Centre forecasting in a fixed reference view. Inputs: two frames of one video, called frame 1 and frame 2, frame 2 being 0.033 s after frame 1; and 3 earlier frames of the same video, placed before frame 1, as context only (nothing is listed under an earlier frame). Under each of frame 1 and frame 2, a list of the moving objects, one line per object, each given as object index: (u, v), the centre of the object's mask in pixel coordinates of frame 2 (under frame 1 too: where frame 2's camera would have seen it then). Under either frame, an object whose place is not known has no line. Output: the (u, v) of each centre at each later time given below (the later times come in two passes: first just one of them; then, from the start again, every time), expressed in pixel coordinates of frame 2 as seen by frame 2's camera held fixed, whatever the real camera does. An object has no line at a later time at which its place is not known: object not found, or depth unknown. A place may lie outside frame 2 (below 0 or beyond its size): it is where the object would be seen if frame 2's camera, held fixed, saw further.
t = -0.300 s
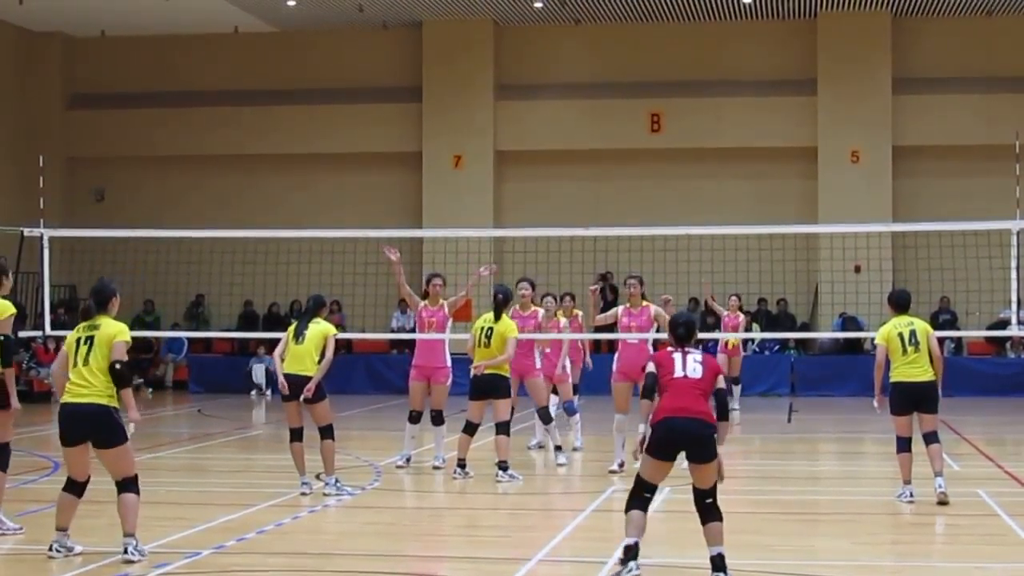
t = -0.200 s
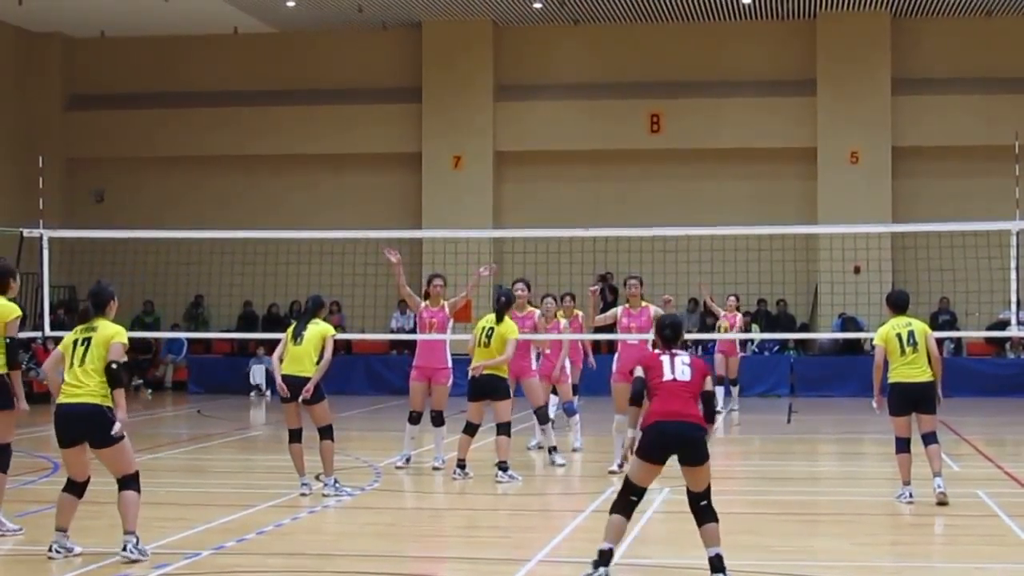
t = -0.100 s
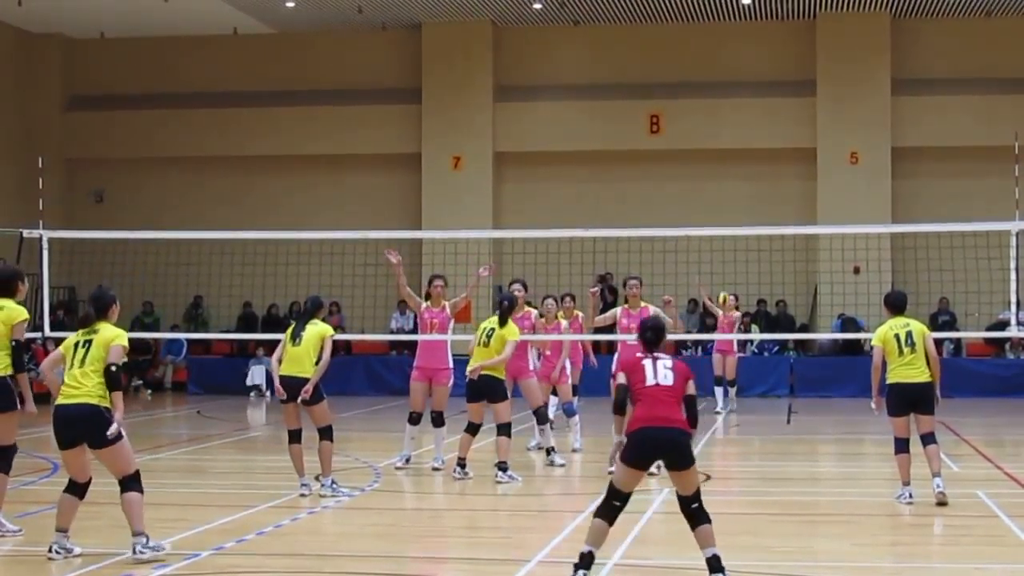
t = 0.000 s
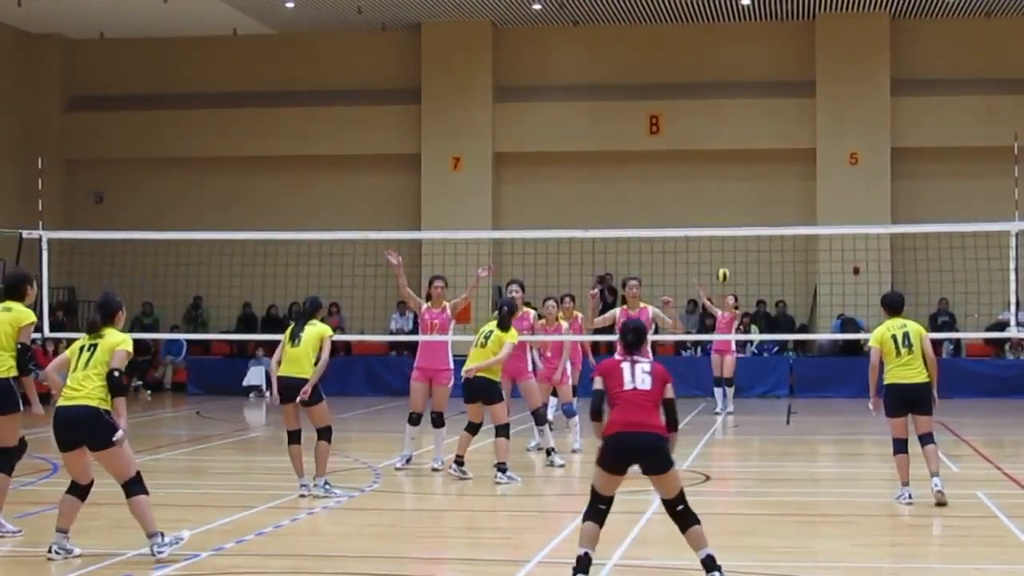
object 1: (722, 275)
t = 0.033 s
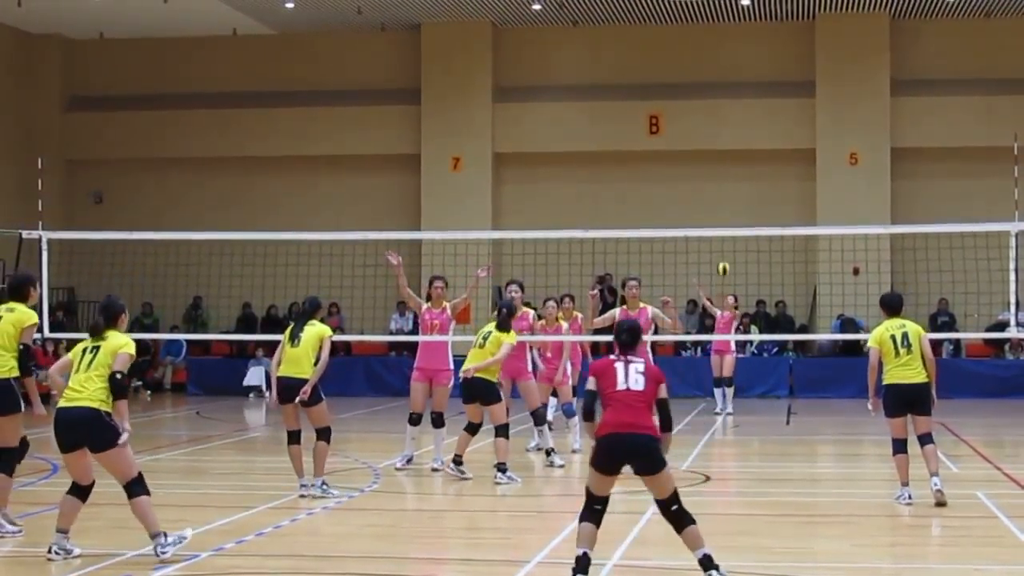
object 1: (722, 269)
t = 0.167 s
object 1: (723, 250)
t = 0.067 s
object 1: (723, 263)
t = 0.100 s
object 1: (723, 258)
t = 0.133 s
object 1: (723, 253)
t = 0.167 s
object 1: (723, 250)
